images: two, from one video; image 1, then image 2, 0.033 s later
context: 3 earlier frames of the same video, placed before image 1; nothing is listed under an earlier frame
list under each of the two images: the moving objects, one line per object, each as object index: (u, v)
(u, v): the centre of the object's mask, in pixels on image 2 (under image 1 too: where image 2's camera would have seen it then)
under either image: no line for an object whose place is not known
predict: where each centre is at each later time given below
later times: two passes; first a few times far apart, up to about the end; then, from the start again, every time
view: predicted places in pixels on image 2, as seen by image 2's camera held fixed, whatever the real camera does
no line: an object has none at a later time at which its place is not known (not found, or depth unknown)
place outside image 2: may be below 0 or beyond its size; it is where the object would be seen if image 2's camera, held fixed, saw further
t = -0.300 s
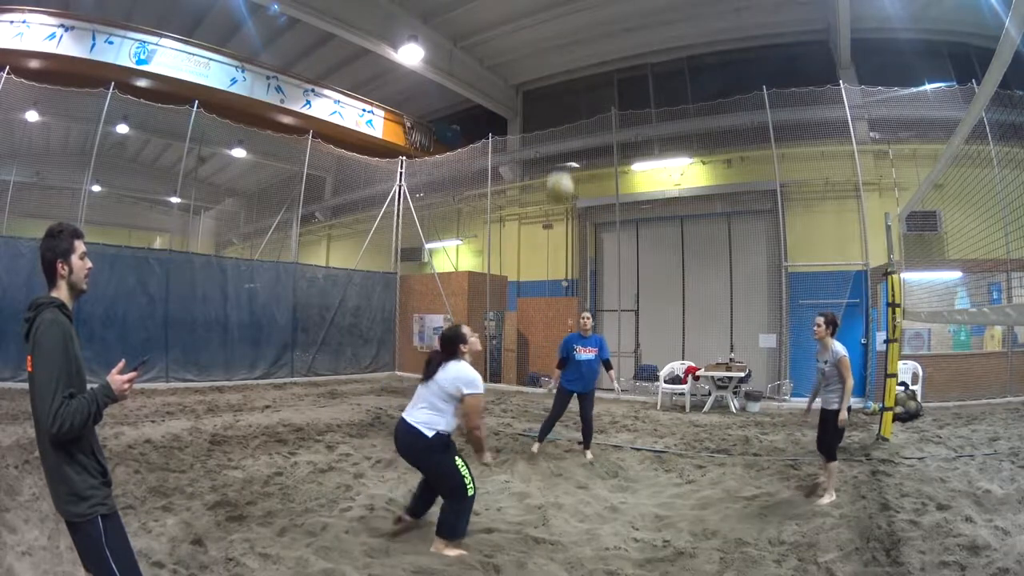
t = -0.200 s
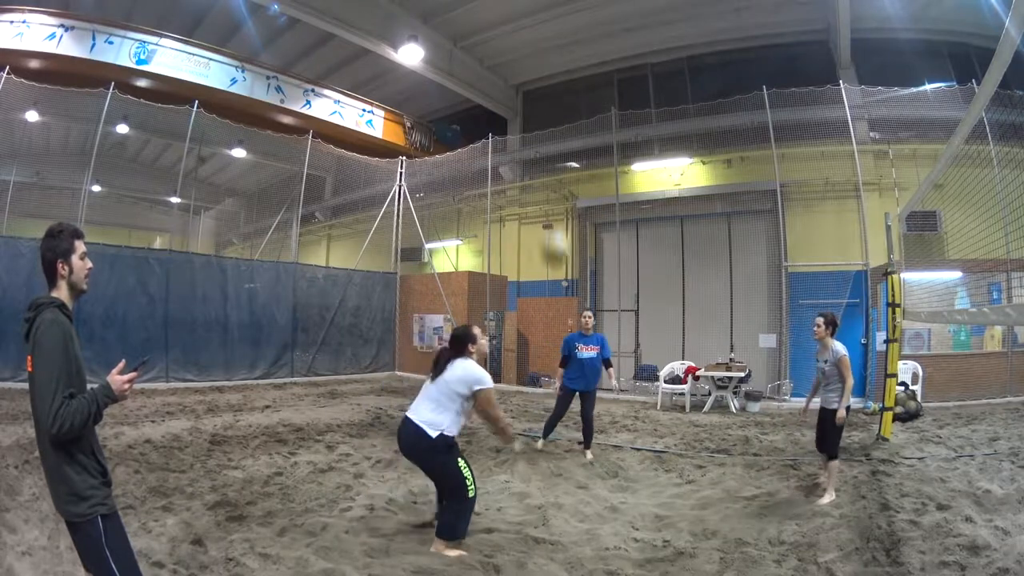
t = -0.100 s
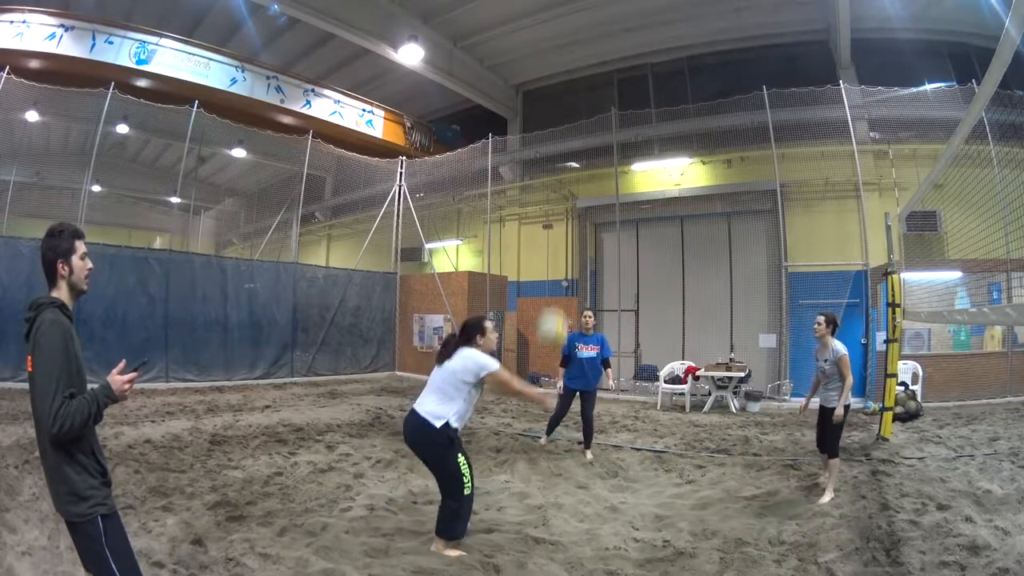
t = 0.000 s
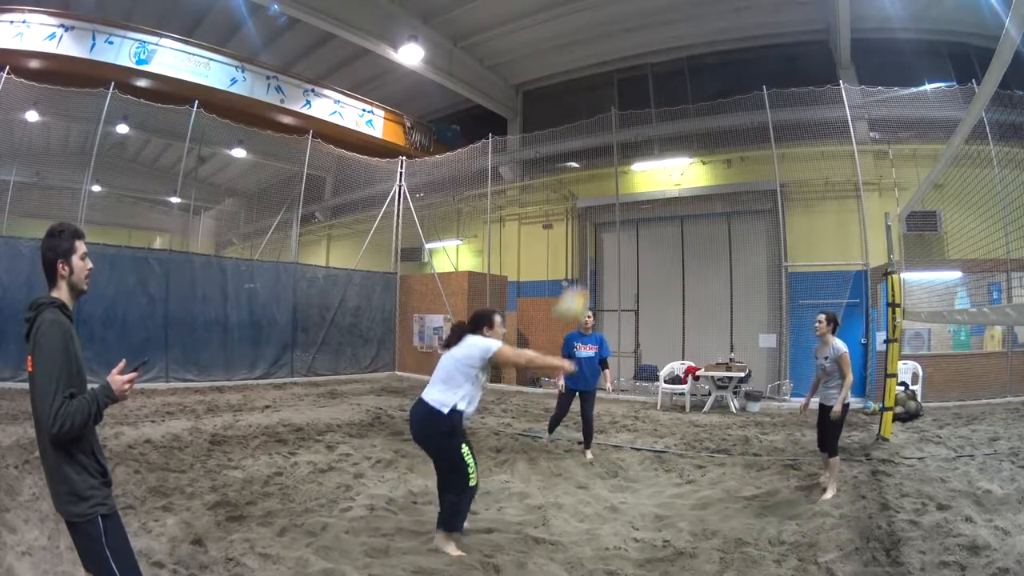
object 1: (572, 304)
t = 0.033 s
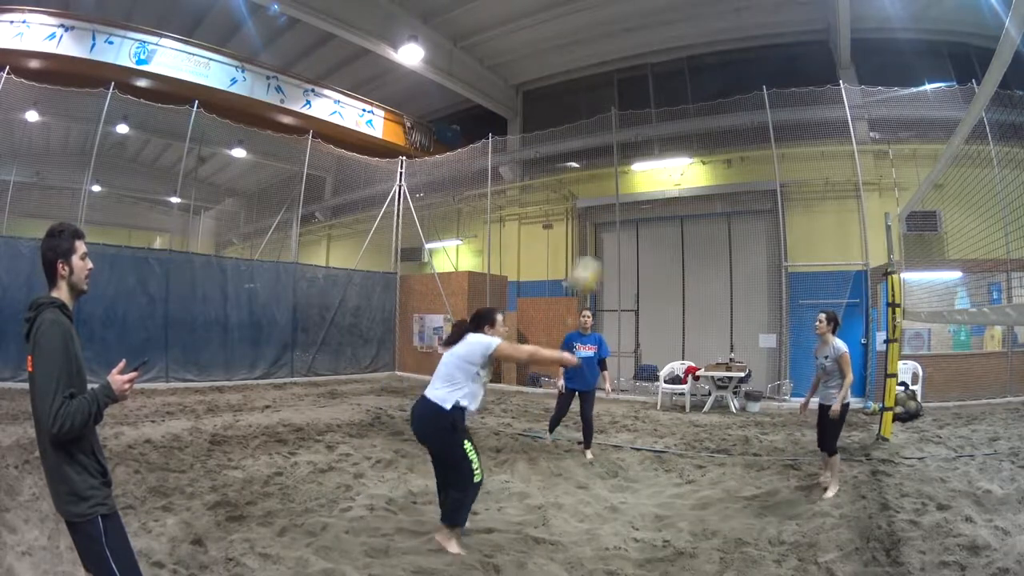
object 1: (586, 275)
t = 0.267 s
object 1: (658, 123)
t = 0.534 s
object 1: (733, 57)
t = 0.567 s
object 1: (743, 55)
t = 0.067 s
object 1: (597, 247)
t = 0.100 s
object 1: (607, 220)
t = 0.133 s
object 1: (618, 196)
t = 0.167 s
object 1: (627, 179)
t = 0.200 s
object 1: (639, 153)
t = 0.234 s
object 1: (649, 138)
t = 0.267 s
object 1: (658, 123)
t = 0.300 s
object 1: (667, 108)
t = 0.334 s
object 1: (677, 97)
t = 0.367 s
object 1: (686, 87)
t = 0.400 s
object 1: (696, 78)
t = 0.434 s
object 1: (705, 71)
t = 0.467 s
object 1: (714, 65)
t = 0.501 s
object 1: (724, 60)
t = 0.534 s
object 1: (733, 57)
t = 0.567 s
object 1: (743, 55)
